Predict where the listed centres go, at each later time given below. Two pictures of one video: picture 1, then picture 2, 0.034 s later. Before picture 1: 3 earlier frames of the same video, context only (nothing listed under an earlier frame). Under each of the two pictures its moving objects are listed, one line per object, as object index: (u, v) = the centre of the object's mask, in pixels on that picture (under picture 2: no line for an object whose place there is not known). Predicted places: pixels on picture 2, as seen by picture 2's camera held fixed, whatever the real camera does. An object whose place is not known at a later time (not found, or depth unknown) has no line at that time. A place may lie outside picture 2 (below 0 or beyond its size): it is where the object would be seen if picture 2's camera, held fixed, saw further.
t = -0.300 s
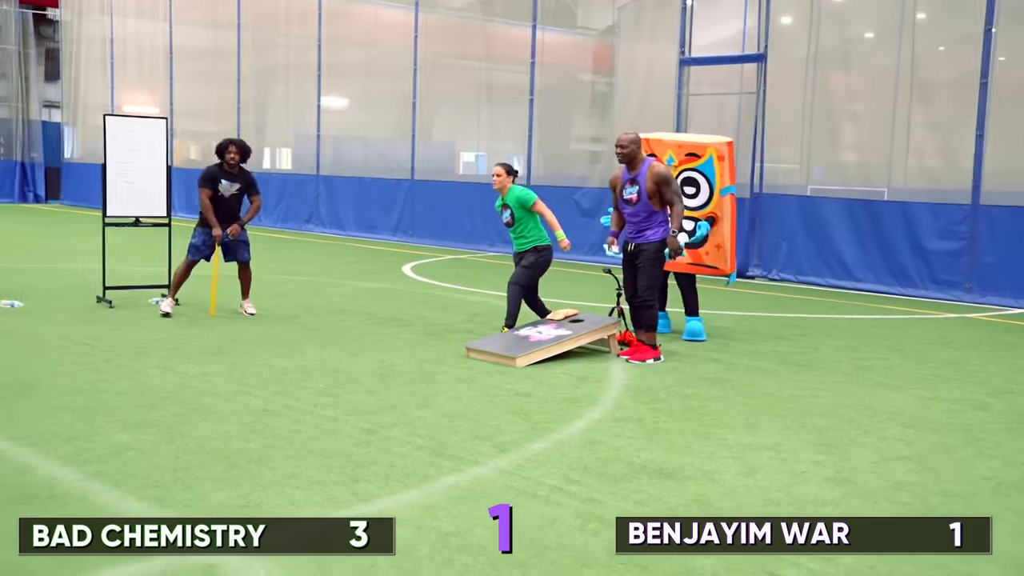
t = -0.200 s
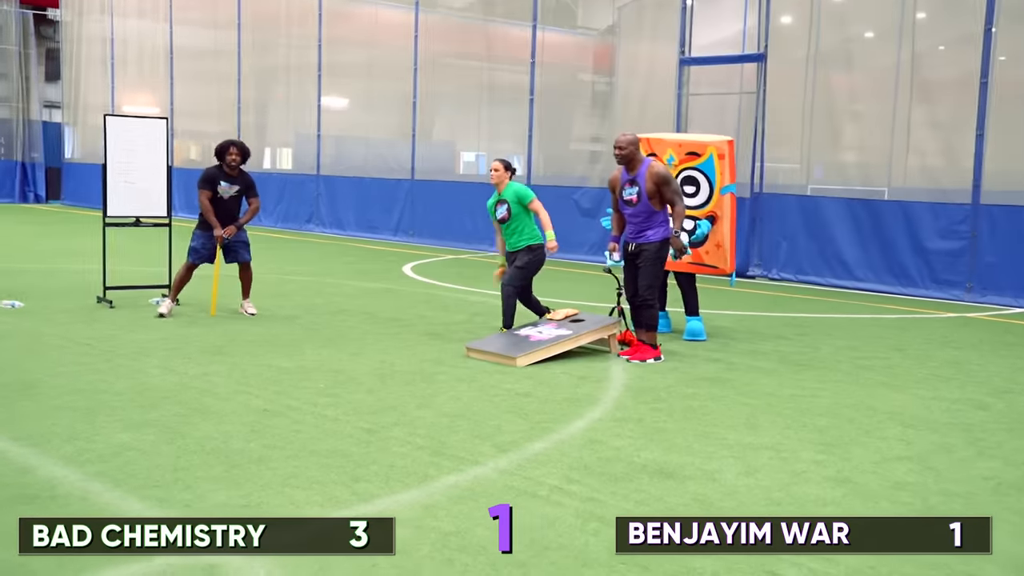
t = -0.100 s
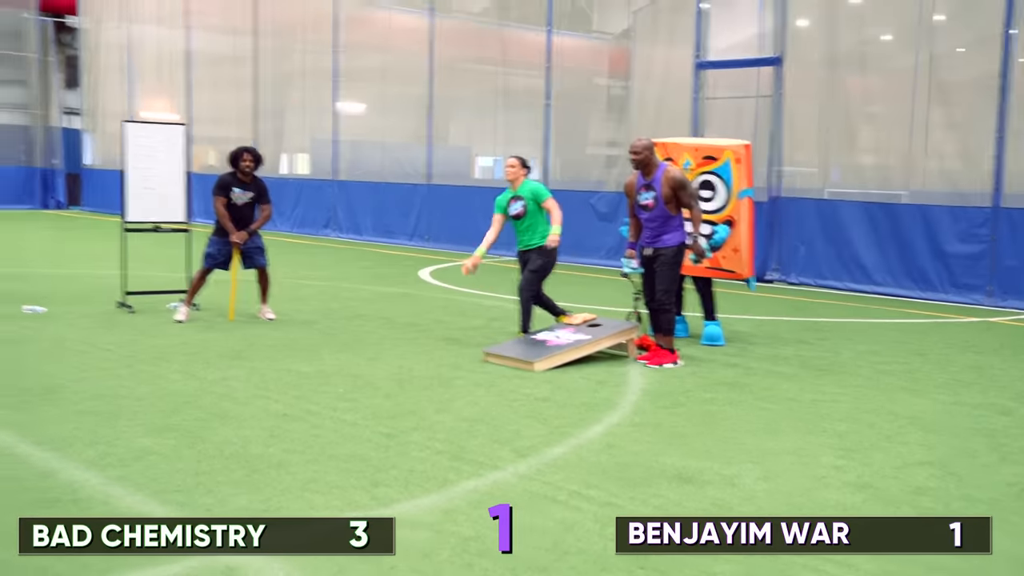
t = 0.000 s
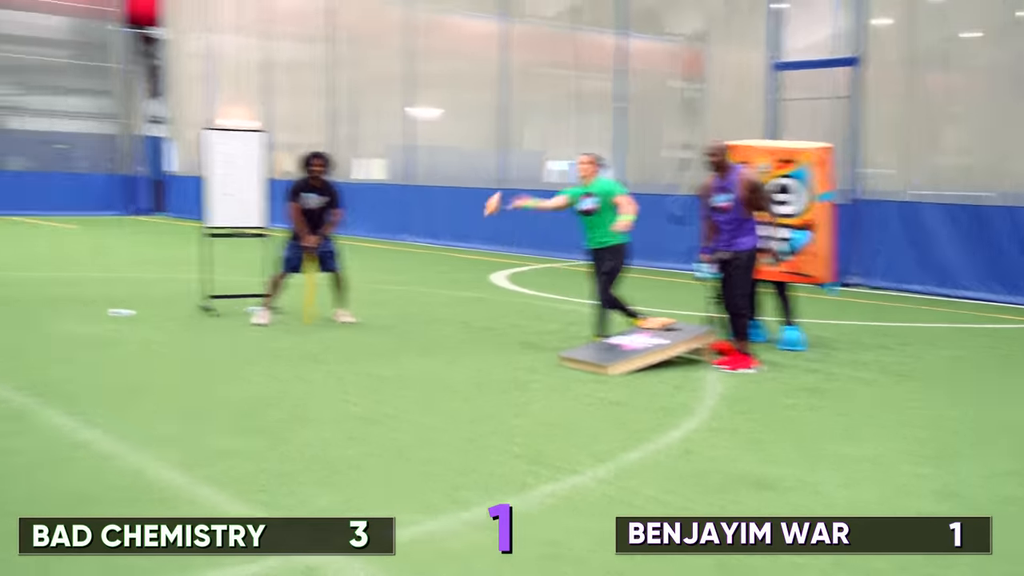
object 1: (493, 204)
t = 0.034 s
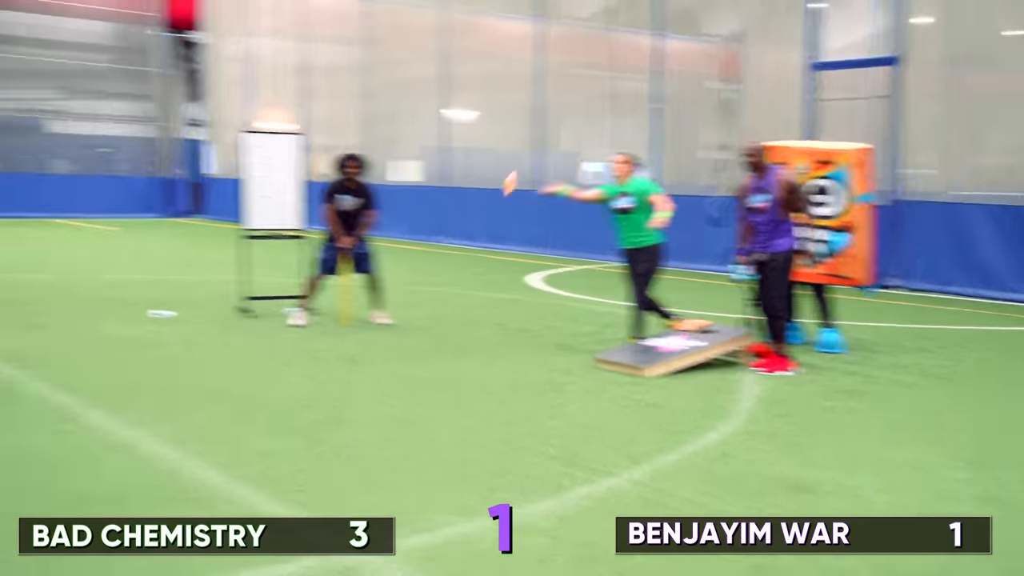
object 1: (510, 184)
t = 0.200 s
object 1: (417, 84)
